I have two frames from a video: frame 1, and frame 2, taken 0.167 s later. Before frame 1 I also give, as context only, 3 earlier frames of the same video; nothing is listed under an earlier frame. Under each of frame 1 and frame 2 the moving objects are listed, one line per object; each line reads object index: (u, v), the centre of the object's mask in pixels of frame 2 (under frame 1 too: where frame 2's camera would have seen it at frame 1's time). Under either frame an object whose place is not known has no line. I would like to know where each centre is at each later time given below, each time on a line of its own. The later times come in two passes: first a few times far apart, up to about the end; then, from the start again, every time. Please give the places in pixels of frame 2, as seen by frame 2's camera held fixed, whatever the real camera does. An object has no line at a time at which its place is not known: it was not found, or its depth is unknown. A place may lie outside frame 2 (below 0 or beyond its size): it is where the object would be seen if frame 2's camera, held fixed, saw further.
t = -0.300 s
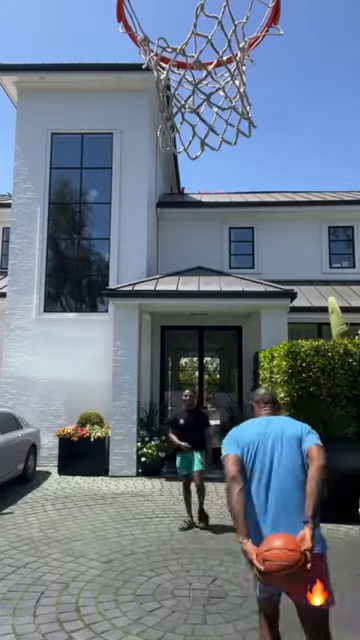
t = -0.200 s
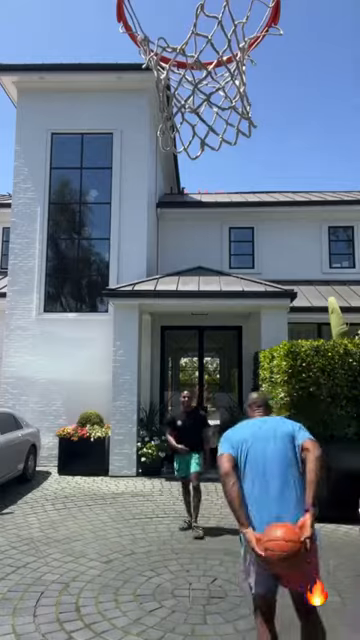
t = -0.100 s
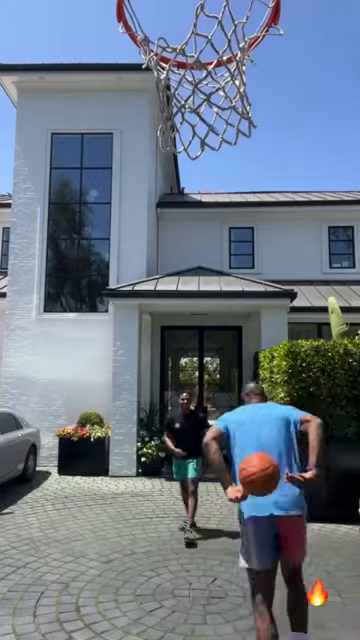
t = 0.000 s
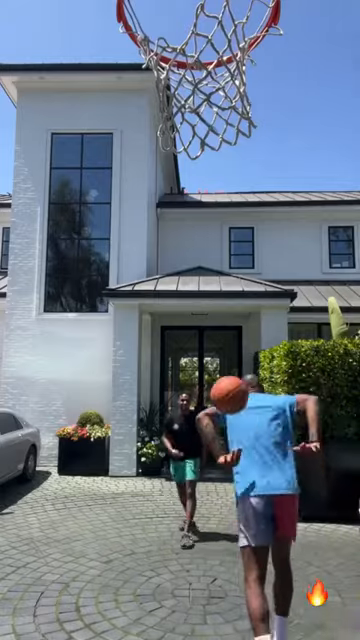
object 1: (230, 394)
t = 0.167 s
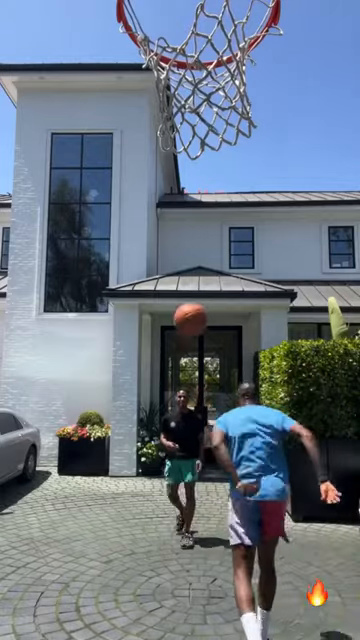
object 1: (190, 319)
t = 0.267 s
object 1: (171, 299)
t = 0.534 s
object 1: (129, 306)
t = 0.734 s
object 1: (102, 359)
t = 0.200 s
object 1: (183, 310)
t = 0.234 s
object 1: (177, 303)
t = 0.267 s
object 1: (171, 299)
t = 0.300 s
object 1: (165, 295)
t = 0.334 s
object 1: (159, 292)
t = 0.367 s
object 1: (154, 292)
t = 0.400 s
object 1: (148, 292)
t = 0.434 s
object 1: (143, 294)
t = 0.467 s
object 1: (138, 297)
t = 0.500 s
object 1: (134, 301)
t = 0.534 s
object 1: (129, 306)
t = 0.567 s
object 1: (124, 312)
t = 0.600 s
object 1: (119, 320)
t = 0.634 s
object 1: (115, 328)
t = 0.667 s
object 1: (111, 337)
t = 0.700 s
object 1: (106, 348)
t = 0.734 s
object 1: (102, 359)
